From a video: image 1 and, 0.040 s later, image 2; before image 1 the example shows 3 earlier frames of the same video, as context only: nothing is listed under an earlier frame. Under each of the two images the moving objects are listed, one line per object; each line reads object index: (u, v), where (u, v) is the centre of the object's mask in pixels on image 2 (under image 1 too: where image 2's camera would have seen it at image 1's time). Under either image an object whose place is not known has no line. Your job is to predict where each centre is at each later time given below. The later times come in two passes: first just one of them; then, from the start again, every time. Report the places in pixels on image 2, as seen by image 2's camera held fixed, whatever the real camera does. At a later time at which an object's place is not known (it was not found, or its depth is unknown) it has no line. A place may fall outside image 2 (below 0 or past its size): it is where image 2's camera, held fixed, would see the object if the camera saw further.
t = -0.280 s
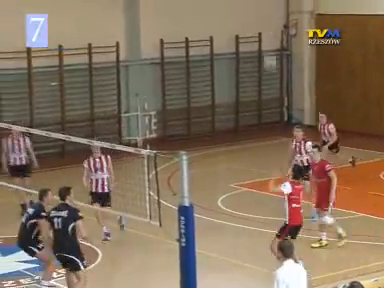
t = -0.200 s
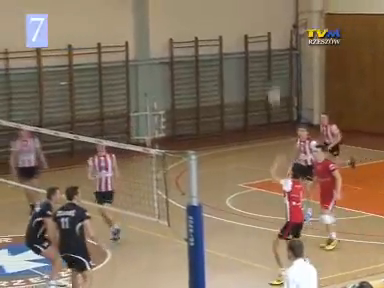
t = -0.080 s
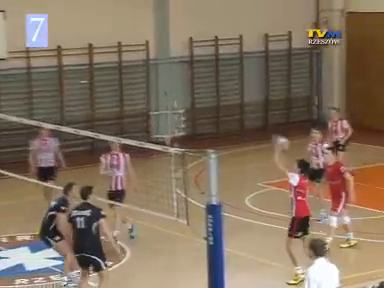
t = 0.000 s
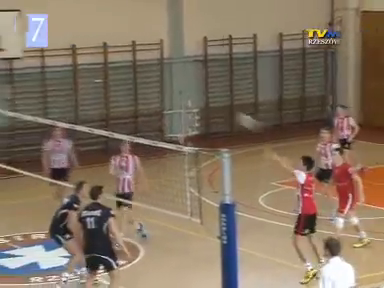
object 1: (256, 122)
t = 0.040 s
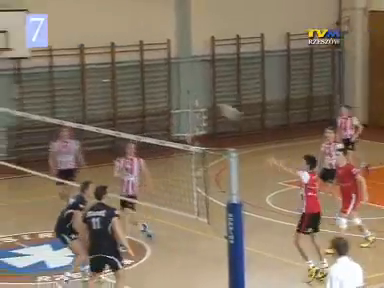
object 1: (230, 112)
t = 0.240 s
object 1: (106, 81)
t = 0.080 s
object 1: (204, 103)
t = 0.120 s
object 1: (180, 96)
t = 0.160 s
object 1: (155, 90)
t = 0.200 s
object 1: (130, 85)
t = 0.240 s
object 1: (106, 81)
